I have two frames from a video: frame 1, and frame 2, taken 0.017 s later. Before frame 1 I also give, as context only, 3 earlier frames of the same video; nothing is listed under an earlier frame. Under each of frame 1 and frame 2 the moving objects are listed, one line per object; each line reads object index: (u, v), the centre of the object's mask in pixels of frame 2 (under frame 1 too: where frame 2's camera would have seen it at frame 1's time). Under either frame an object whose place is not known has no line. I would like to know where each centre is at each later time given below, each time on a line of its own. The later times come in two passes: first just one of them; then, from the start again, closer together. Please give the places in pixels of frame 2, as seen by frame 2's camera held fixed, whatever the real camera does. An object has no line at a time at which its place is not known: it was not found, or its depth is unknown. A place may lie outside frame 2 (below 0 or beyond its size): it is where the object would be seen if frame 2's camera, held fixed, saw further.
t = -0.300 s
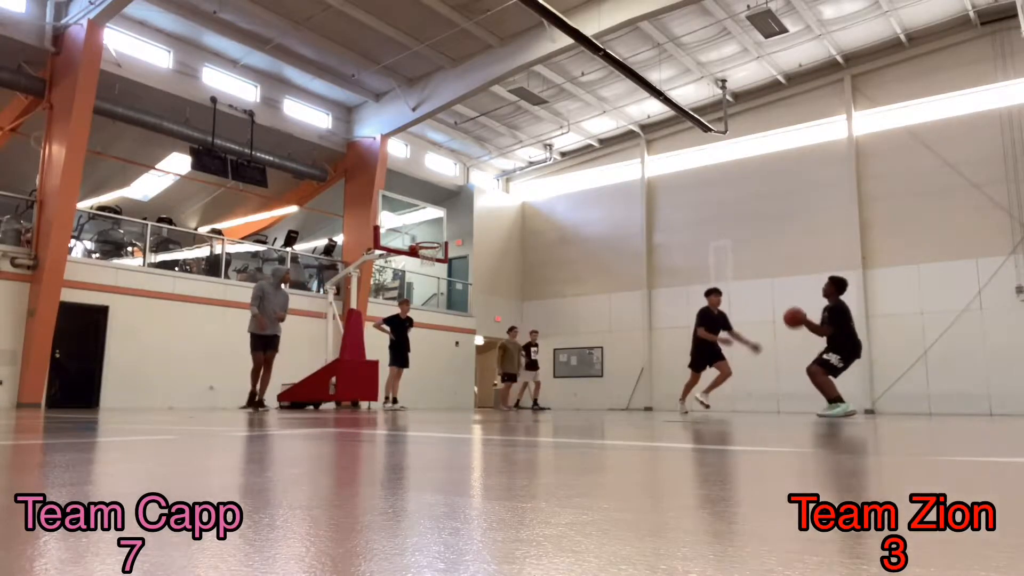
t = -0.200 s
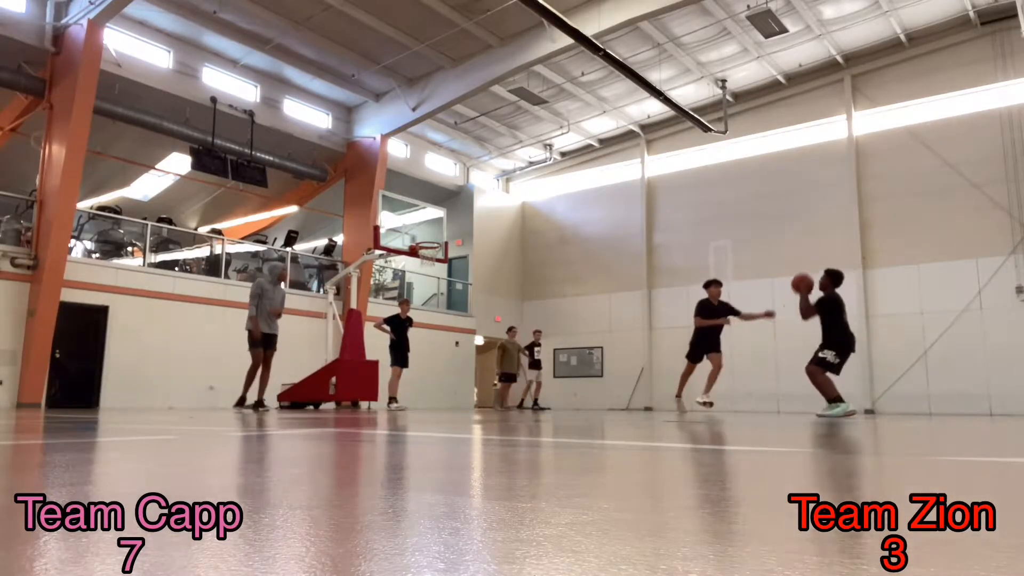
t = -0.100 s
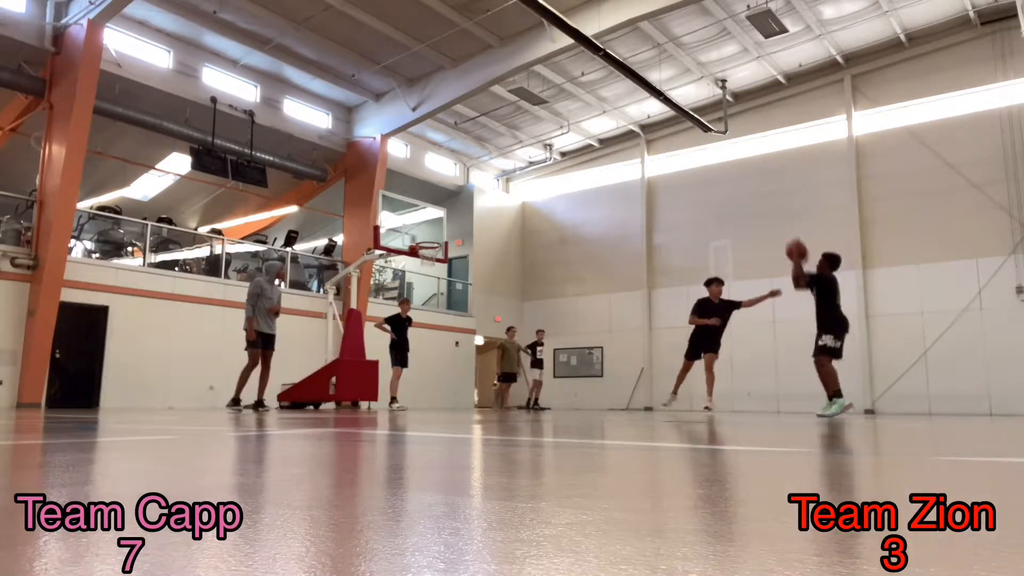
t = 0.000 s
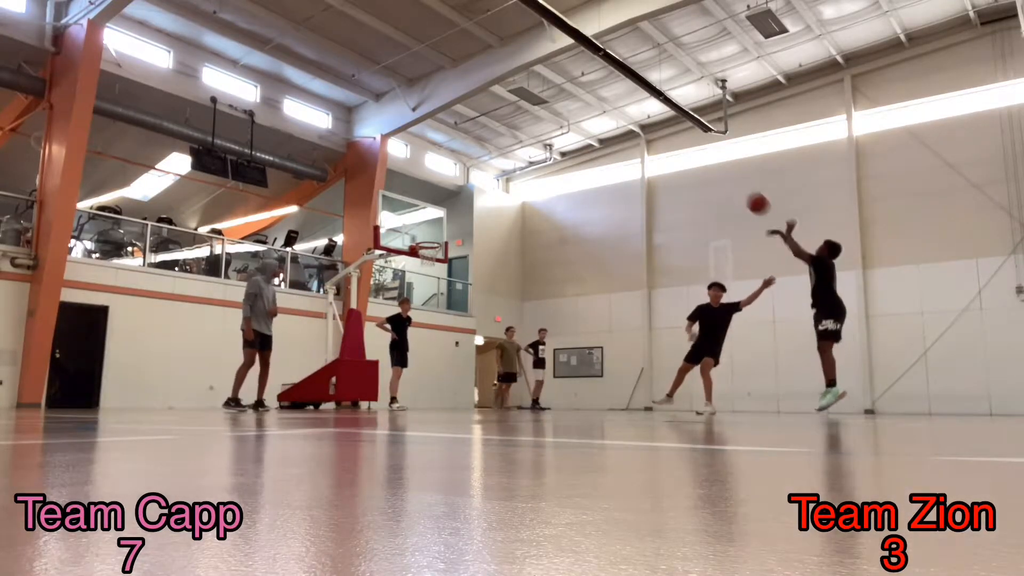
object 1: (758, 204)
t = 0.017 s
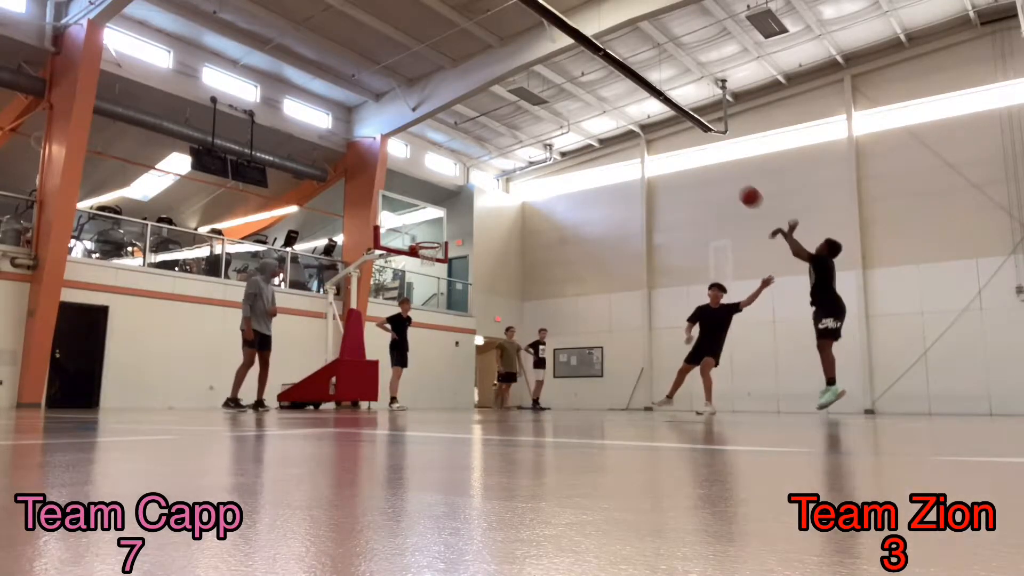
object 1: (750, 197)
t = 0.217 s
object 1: (673, 138)
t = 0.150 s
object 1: (697, 152)
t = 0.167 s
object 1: (691, 147)
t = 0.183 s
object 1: (685, 144)
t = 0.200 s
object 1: (679, 141)
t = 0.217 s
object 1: (673, 138)
